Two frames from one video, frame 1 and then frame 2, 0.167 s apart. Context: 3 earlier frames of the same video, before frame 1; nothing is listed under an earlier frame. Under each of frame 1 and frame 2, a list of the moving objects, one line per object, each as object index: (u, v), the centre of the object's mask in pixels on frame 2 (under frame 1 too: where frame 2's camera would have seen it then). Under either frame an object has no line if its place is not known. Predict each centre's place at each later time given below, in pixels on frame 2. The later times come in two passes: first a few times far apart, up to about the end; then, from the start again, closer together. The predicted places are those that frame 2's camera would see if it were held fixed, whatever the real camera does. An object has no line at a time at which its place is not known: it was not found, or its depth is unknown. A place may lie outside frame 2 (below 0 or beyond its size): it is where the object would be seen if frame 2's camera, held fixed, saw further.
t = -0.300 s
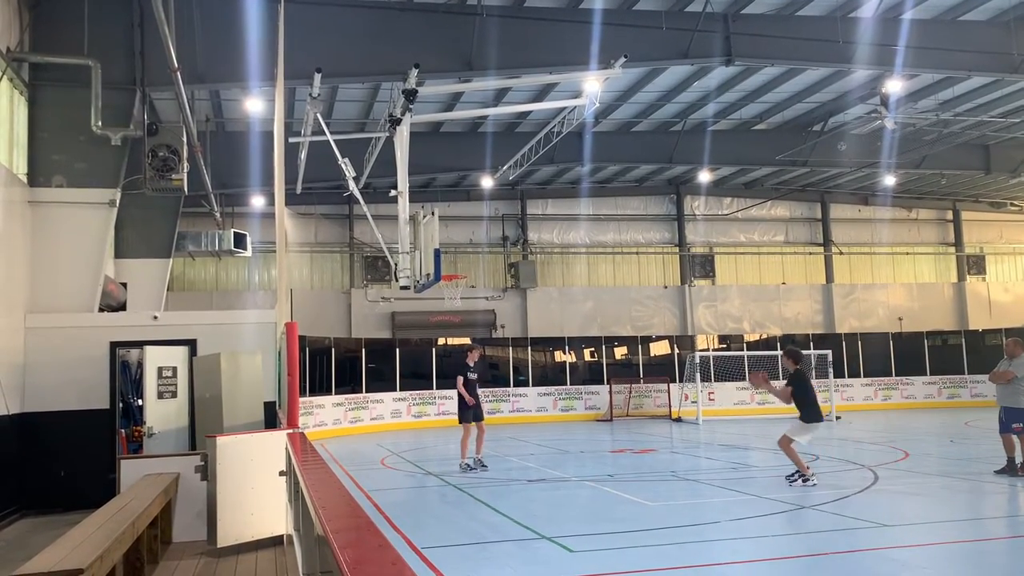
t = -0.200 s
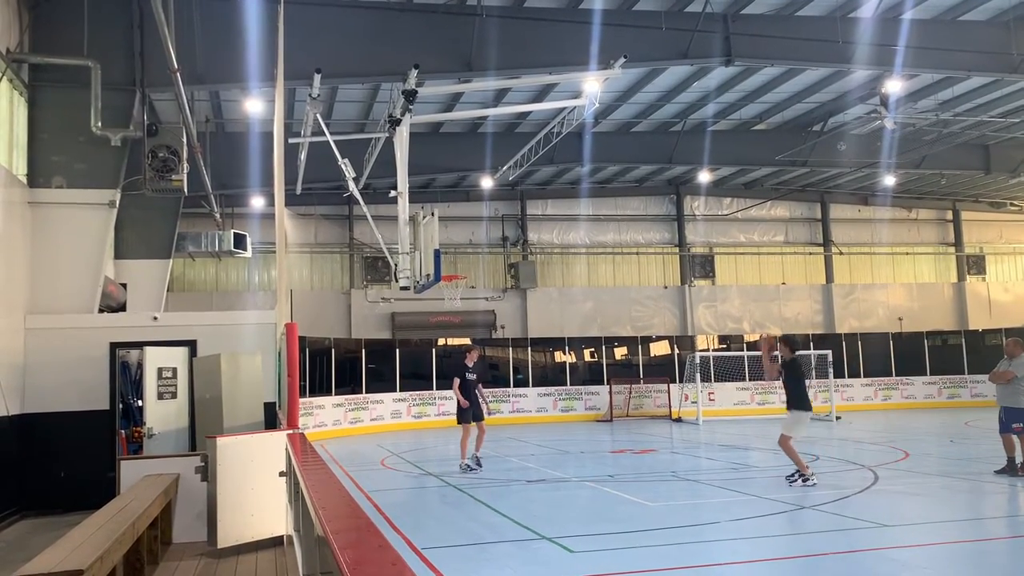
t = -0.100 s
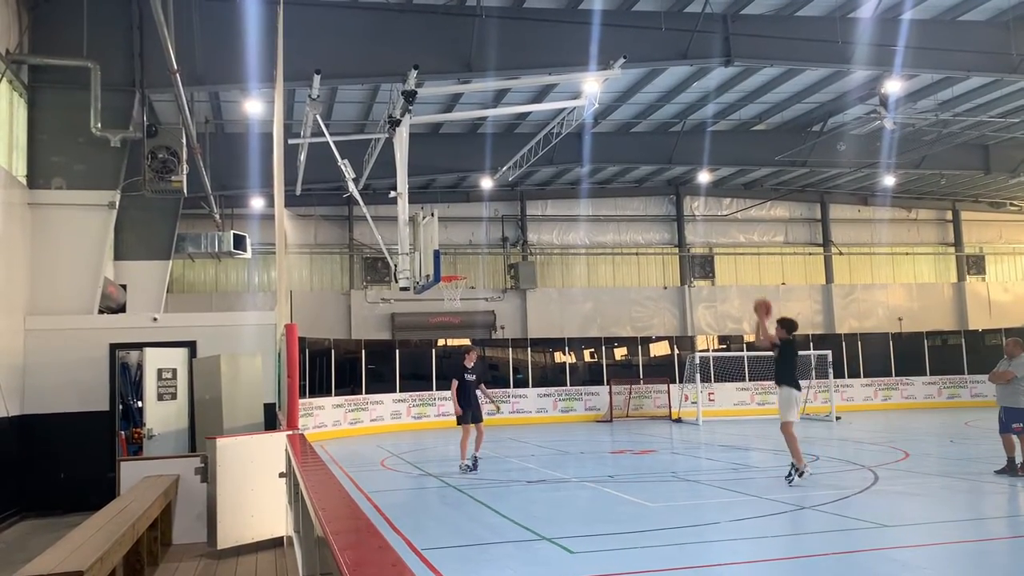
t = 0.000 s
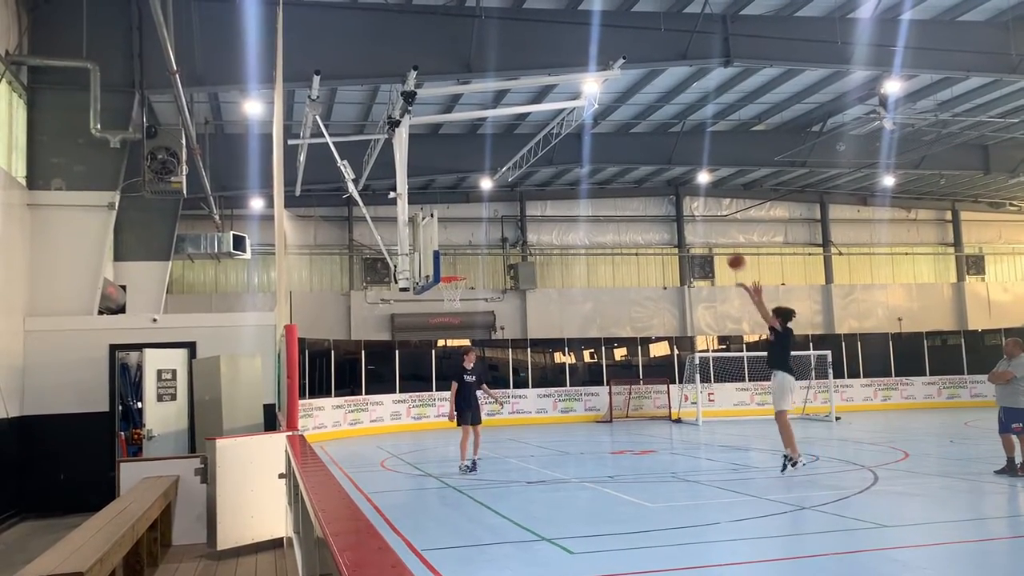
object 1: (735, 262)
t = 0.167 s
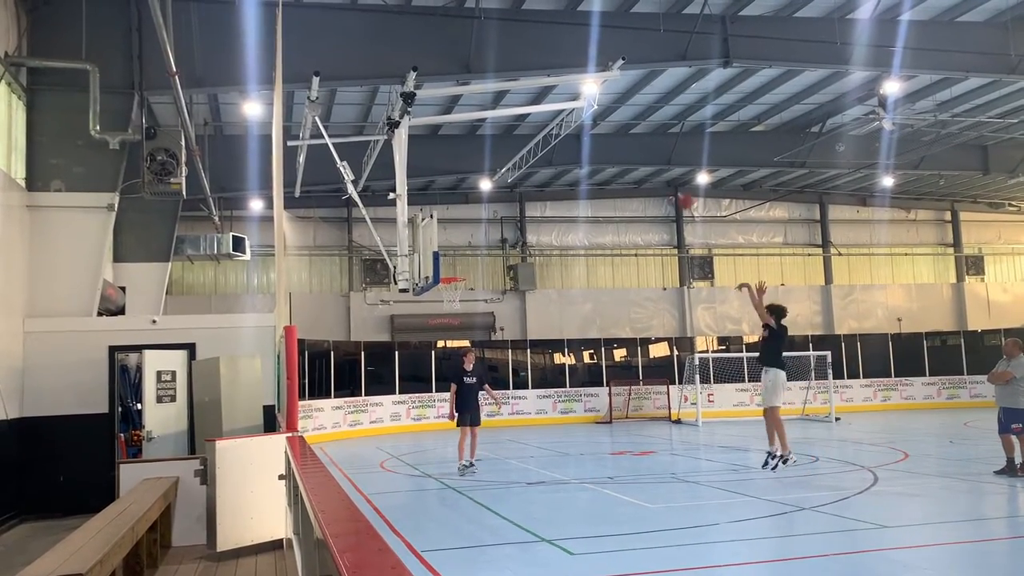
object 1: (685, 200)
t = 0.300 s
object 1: (648, 169)
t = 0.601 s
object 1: (576, 143)
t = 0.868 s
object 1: (520, 168)
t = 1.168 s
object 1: (463, 245)
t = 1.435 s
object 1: (453, 326)
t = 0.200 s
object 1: (676, 192)
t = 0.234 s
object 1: (668, 184)
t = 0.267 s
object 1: (657, 176)
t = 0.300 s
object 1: (648, 169)
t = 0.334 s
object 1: (640, 163)
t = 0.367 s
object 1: (632, 158)
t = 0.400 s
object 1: (623, 153)
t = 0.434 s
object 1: (615, 149)
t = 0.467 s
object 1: (607, 146)
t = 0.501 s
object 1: (599, 144)
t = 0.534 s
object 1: (592, 143)
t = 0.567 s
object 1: (583, 143)
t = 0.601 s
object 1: (576, 143)
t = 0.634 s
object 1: (569, 144)
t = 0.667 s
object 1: (562, 146)
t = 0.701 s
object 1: (554, 149)
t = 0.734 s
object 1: (547, 151)
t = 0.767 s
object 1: (540, 154)
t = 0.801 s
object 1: (533, 158)
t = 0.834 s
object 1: (526, 163)
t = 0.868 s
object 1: (520, 168)
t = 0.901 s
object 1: (513, 174)
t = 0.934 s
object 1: (507, 182)
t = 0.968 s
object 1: (500, 188)
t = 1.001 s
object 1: (493, 197)
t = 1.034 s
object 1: (487, 203)
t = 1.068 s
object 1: (480, 214)
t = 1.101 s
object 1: (474, 225)
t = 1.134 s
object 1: (468, 235)
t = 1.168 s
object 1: (463, 245)
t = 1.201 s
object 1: (456, 257)
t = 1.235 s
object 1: (450, 269)
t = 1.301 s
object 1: (443, 292)
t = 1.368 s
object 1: (448, 308)
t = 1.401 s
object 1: (451, 317)
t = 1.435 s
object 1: (453, 326)
